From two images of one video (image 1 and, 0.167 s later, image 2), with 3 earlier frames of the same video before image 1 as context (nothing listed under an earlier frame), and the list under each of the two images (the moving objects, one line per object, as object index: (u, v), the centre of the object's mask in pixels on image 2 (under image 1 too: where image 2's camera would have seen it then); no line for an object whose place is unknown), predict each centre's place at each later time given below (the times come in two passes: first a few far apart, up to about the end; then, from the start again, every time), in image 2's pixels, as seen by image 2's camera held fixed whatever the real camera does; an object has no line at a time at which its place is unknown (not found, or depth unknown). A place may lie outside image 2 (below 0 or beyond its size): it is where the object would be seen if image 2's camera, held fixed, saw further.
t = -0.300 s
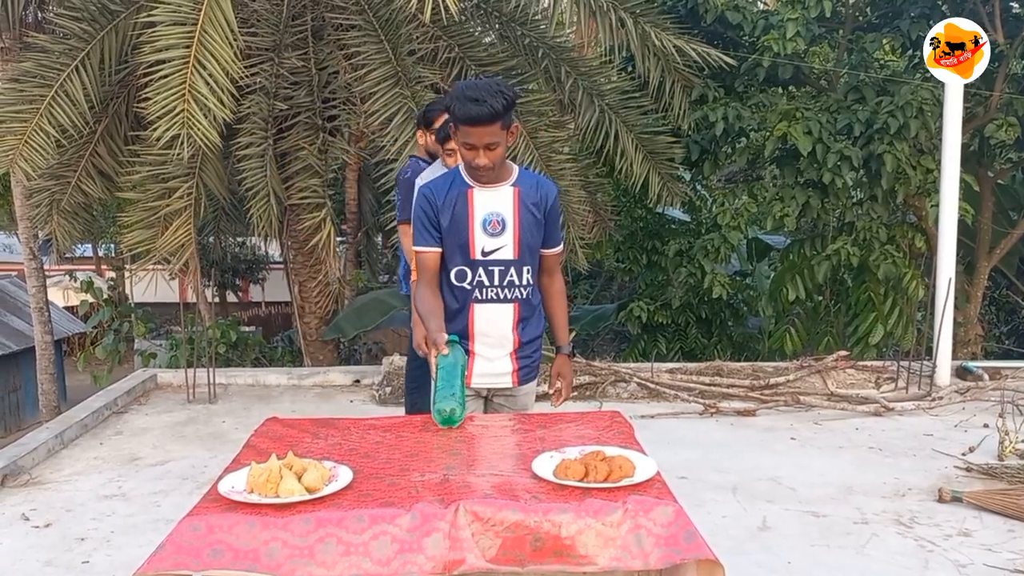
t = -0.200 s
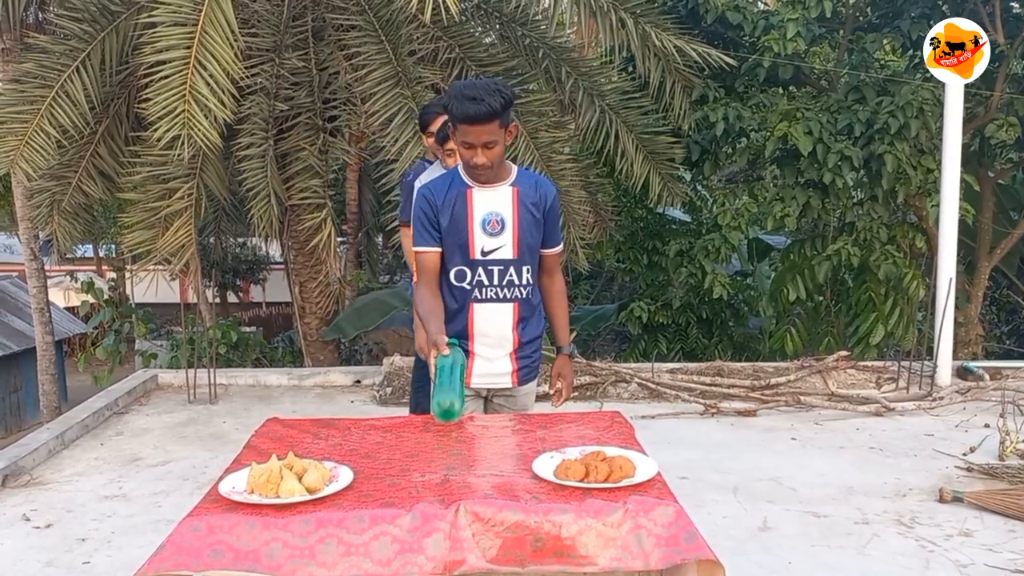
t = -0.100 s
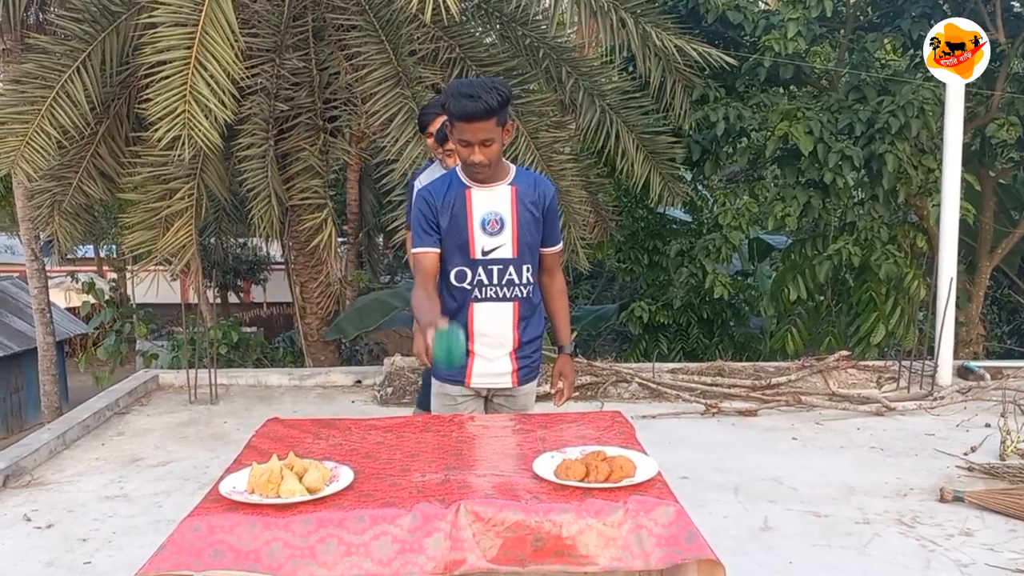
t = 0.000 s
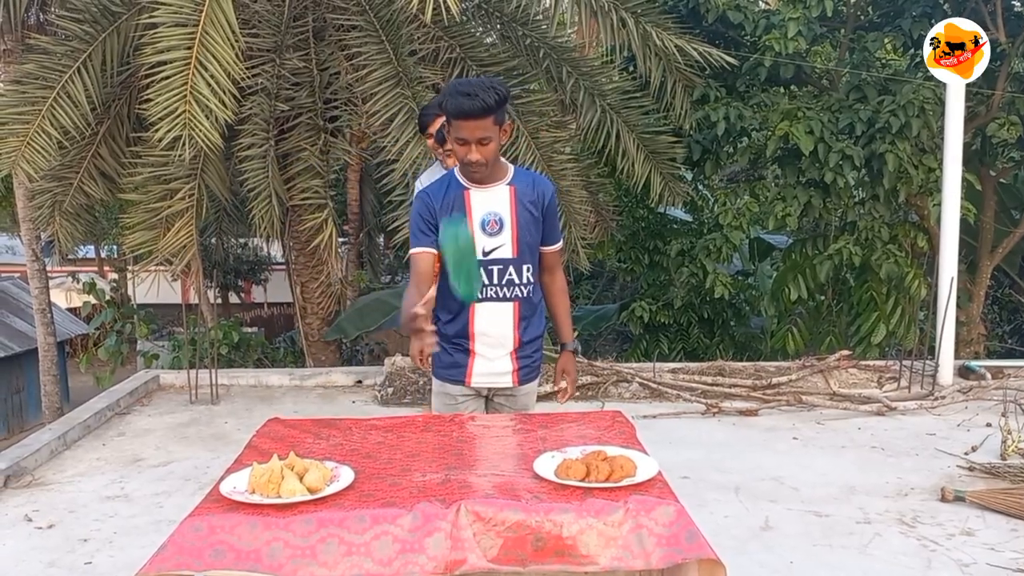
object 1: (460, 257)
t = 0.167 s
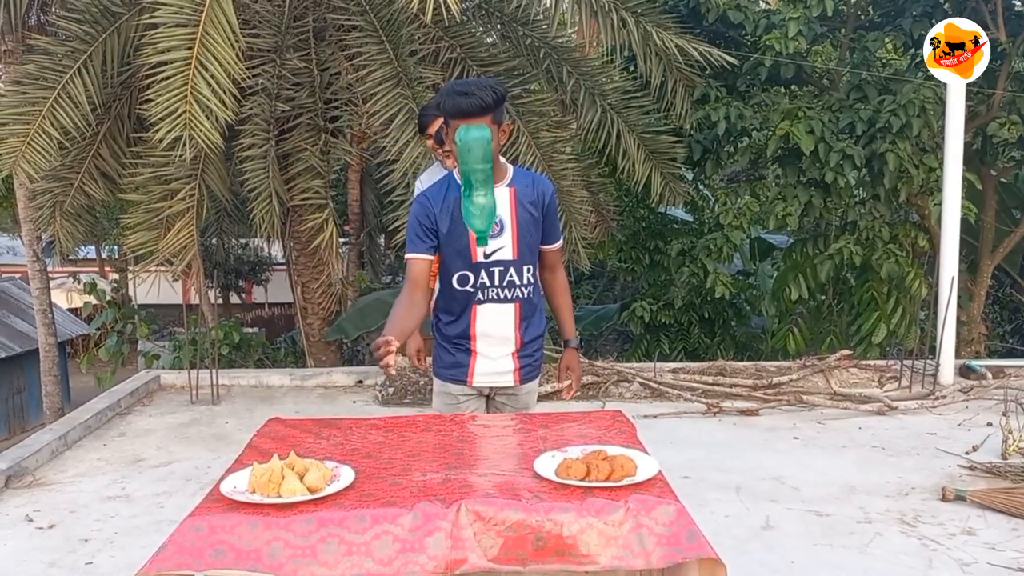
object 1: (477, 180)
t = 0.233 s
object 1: (483, 178)
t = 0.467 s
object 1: (511, 327)
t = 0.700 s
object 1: (527, 420)
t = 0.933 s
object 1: (515, 444)
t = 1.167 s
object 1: (491, 445)
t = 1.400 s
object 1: (475, 446)
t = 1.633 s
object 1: (464, 447)
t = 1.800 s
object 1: (459, 447)
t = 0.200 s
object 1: (480, 177)
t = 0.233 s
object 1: (483, 178)
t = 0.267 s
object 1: (486, 184)
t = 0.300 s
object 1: (490, 195)
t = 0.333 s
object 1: (494, 210)
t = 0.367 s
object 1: (498, 233)
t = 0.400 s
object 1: (502, 260)
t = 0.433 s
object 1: (506, 291)
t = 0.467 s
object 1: (511, 327)
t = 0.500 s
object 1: (516, 371)
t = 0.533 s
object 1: (519, 419)
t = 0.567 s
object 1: (522, 432)
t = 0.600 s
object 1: (523, 423)
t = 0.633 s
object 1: (524, 420)
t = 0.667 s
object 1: (525, 419)
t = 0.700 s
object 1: (527, 420)
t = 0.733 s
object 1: (527, 424)
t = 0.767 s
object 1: (528, 429)
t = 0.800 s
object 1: (528, 437)
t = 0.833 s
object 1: (525, 437)
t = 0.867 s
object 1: (522, 438)
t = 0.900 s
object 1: (519, 440)
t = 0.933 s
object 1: (515, 444)
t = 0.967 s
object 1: (512, 445)
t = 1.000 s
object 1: (508, 445)
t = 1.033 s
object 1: (505, 445)
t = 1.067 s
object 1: (501, 445)
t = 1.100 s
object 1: (498, 445)
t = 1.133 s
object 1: (494, 445)
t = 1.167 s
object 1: (491, 445)
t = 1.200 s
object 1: (488, 445)
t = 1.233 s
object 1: (485, 445)
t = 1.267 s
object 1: (483, 445)
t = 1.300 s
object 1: (481, 446)
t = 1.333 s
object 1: (479, 446)
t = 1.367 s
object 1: (477, 446)
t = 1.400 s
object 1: (475, 446)
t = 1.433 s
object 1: (473, 446)
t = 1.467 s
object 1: (471, 446)
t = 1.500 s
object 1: (469, 446)
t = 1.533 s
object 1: (468, 446)
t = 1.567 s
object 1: (466, 446)
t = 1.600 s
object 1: (465, 446)
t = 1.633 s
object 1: (464, 447)
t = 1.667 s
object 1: (463, 447)
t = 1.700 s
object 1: (462, 447)
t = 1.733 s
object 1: (461, 447)
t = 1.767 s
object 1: (460, 447)
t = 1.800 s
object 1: (459, 447)
